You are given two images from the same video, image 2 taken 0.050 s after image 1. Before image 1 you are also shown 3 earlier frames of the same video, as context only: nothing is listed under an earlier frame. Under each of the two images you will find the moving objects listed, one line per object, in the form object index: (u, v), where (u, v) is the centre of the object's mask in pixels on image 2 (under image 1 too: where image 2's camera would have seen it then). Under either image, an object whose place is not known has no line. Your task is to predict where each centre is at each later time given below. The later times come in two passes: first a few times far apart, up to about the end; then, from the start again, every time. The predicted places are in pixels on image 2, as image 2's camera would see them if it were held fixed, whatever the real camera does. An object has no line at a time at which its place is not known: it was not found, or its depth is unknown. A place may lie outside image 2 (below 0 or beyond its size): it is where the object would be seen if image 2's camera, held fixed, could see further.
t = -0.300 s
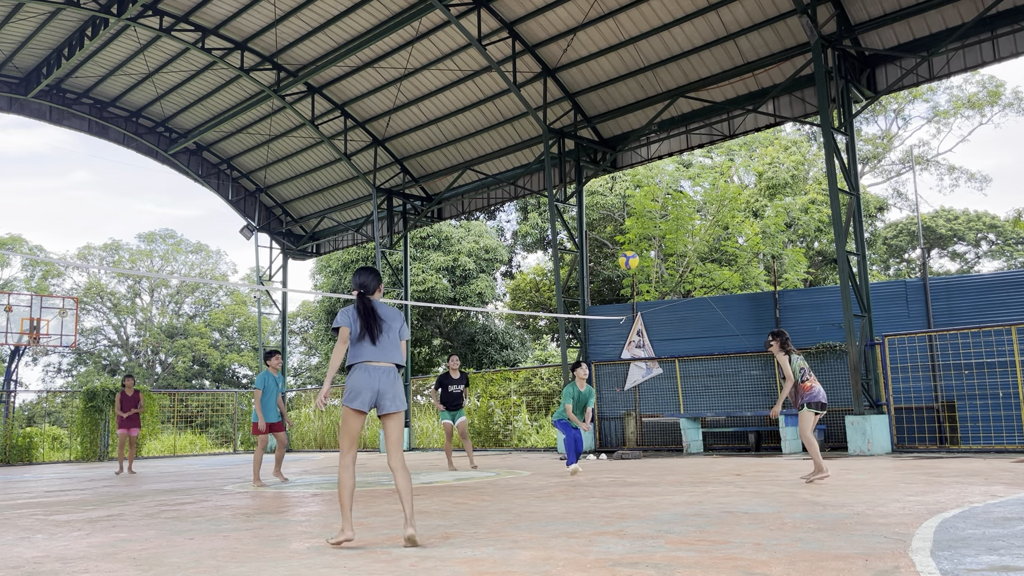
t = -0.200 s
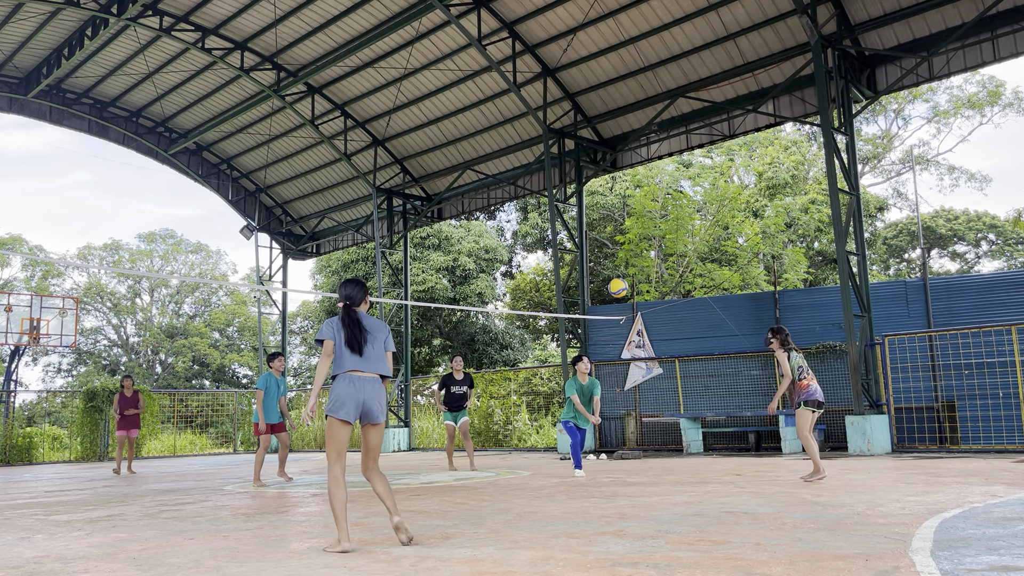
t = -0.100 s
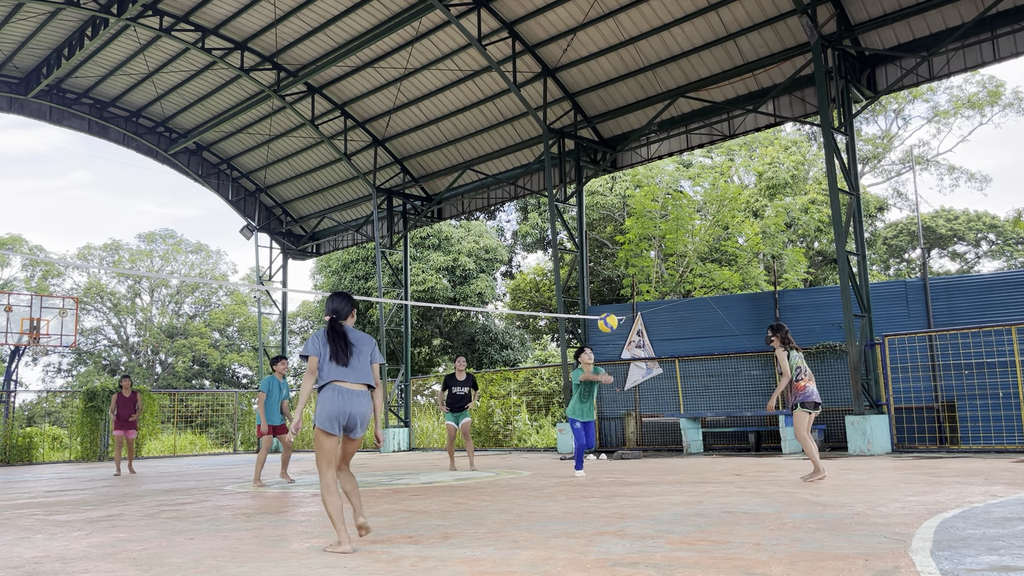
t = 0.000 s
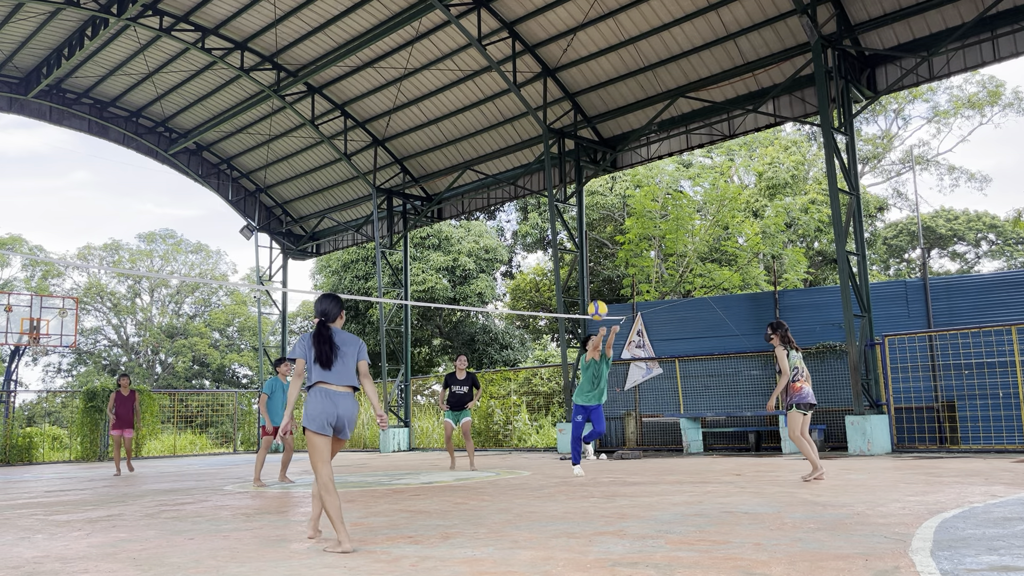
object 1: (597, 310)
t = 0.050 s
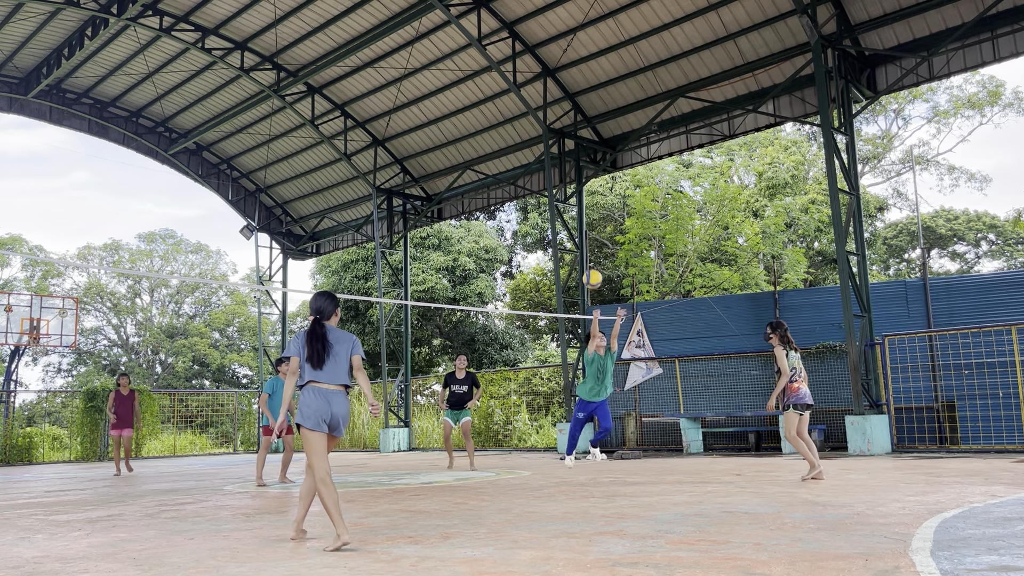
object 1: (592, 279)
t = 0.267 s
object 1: (573, 176)
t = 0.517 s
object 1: (554, 115)
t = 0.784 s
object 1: (538, 110)
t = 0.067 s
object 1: (591, 269)
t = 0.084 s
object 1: (589, 259)
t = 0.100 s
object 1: (588, 250)
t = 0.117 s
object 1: (586, 241)
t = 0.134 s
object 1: (585, 233)
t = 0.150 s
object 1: (583, 225)
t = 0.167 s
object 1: (582, 217)
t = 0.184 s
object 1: (580, 209)
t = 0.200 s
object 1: (579, 202)
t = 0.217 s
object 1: (577, 195)
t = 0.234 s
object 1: (576, 188)
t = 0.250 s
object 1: (575, 182)
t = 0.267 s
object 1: (573, 176)
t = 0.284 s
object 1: (572, 170)
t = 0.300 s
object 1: (571, 164)
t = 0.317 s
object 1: (569, 159)
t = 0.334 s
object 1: (568, 154)
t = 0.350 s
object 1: (567, 149)
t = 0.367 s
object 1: (565, 145)
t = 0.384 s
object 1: (564, 140)
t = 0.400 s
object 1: (563, 136)
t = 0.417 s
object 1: (561, 133)
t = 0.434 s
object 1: (560, 129)
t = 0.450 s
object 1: (559, 126)
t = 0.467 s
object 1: (558, 123)
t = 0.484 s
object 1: (557, 120)
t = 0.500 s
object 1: (556, 118)
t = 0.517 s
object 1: (554, 115)
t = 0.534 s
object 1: (553, 113)
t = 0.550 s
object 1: (552, 111)
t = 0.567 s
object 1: (551, 110)
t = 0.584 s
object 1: (550, 109)
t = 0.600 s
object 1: (549, 108)
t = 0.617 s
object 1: (548, 107)
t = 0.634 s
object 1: (547, 106)
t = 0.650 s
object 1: (545, 106)
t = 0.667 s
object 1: (545, 105)
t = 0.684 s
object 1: (543, 105)
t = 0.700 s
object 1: (543, 106)
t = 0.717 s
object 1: (542, 106)
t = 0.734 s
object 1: (541, 107)
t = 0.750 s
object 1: (540, 108)
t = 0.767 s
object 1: (539, 109)
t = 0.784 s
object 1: (538, 110)
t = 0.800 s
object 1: (537, 112)
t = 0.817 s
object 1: (536, 114)
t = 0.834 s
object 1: (535, 115)
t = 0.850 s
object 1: (534, 117)
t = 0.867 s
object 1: (533, 120)
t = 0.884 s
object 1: (532, 122)
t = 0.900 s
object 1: (531, 125)
